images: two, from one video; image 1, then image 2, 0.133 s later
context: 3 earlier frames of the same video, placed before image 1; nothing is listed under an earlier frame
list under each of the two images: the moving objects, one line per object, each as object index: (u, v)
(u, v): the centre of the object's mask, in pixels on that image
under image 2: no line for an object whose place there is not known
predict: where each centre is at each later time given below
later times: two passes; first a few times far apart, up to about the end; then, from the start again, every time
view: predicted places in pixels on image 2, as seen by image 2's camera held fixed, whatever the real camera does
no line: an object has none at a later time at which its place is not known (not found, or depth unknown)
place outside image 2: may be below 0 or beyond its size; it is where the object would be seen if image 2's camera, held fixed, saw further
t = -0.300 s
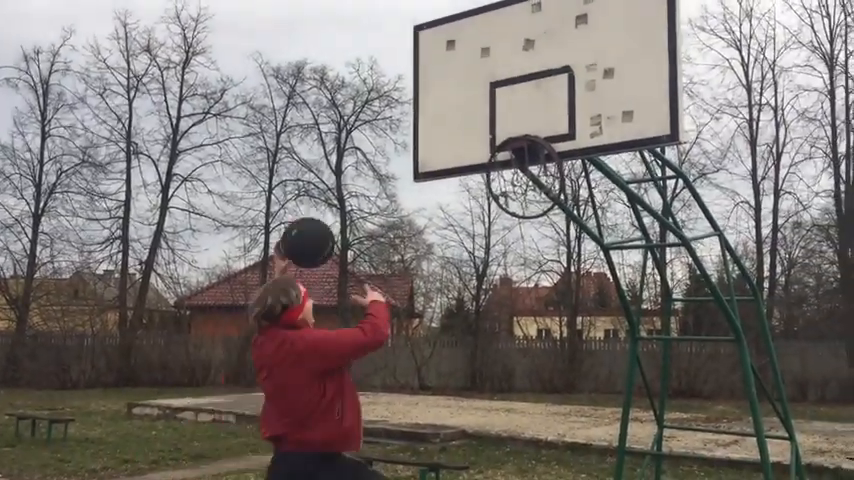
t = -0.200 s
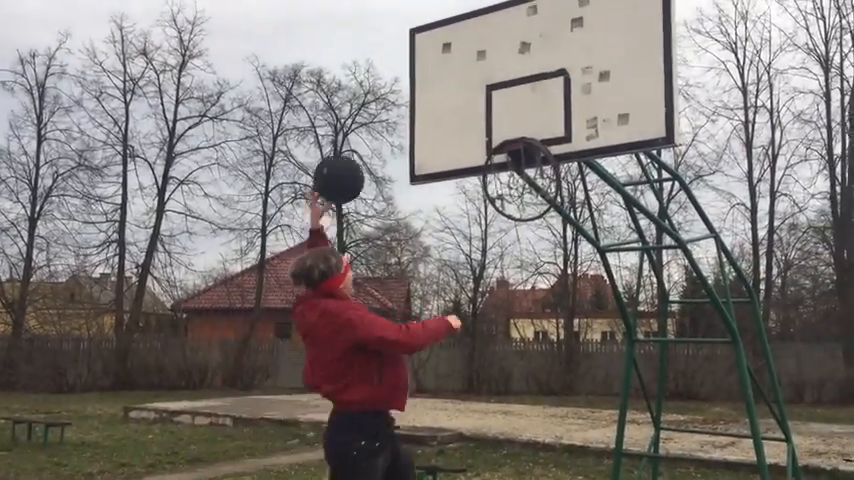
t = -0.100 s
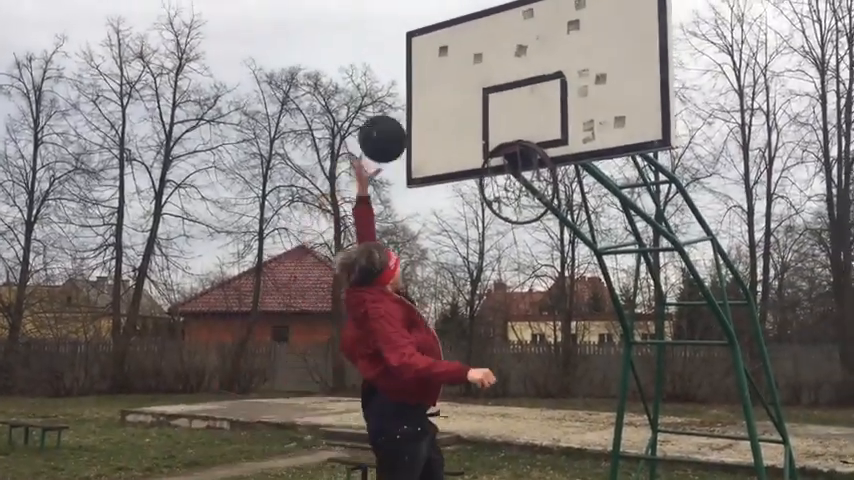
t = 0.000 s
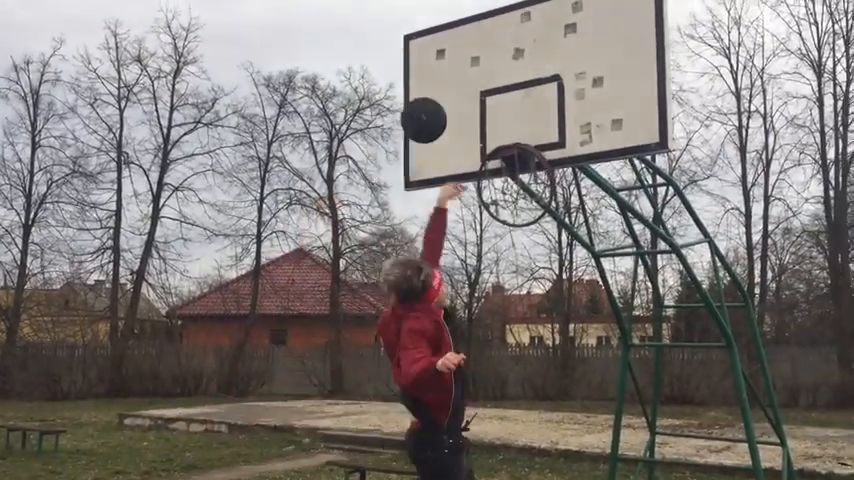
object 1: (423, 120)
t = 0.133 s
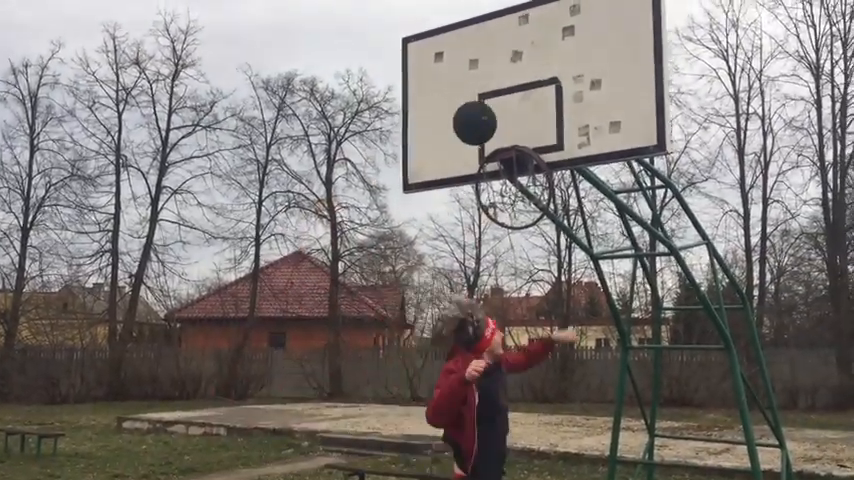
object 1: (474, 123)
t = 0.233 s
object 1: (498, 133)
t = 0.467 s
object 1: (433, 124)
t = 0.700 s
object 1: (352, 230)
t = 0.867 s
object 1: (280, 412)
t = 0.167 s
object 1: (487, 128)
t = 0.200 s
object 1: (499, 134)
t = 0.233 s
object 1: (498, 133)
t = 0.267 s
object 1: (489, 126)
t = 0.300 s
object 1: (481, 121)
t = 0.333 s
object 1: (472, 118)
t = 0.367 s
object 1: (461, 116)
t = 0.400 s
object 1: (453, 117)
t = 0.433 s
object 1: (443, 119)
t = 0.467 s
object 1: (433, 124)
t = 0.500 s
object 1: (423, 131)
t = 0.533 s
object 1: (412, 140)
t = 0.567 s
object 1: (401, 153)
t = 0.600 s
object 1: (389, 167)
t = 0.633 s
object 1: (378, 185)
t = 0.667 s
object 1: (365, 206)
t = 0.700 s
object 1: (352, 230)
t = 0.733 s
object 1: (339, 258)
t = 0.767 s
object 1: (325, 291)
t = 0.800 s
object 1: (312, 326)
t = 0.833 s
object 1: (297, 368)
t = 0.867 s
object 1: (280, 412)
